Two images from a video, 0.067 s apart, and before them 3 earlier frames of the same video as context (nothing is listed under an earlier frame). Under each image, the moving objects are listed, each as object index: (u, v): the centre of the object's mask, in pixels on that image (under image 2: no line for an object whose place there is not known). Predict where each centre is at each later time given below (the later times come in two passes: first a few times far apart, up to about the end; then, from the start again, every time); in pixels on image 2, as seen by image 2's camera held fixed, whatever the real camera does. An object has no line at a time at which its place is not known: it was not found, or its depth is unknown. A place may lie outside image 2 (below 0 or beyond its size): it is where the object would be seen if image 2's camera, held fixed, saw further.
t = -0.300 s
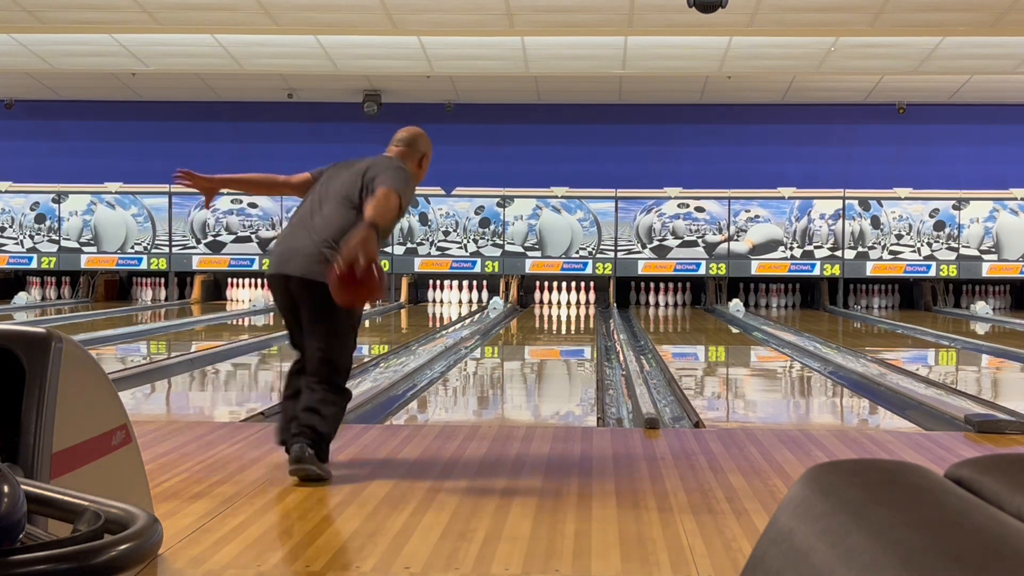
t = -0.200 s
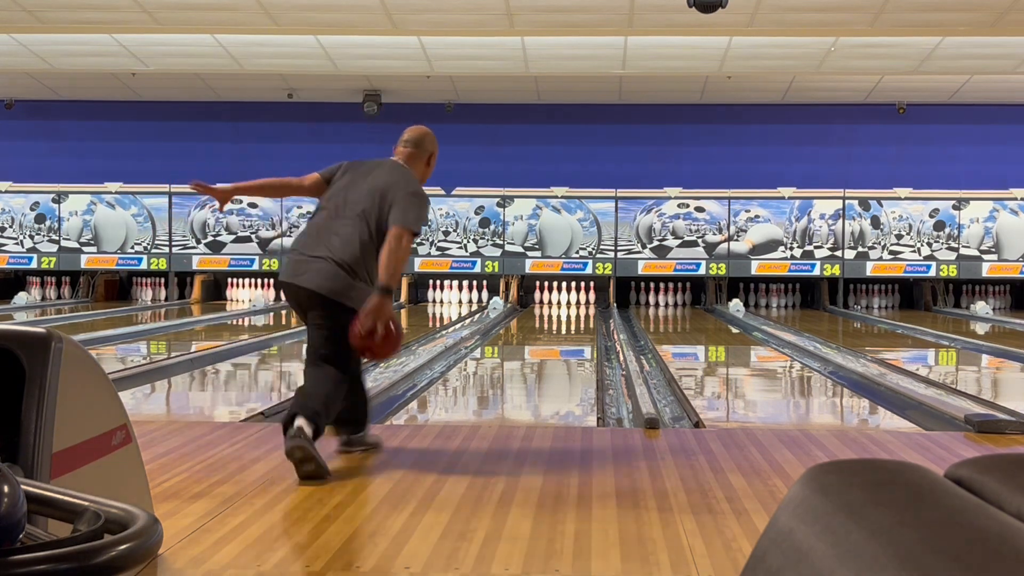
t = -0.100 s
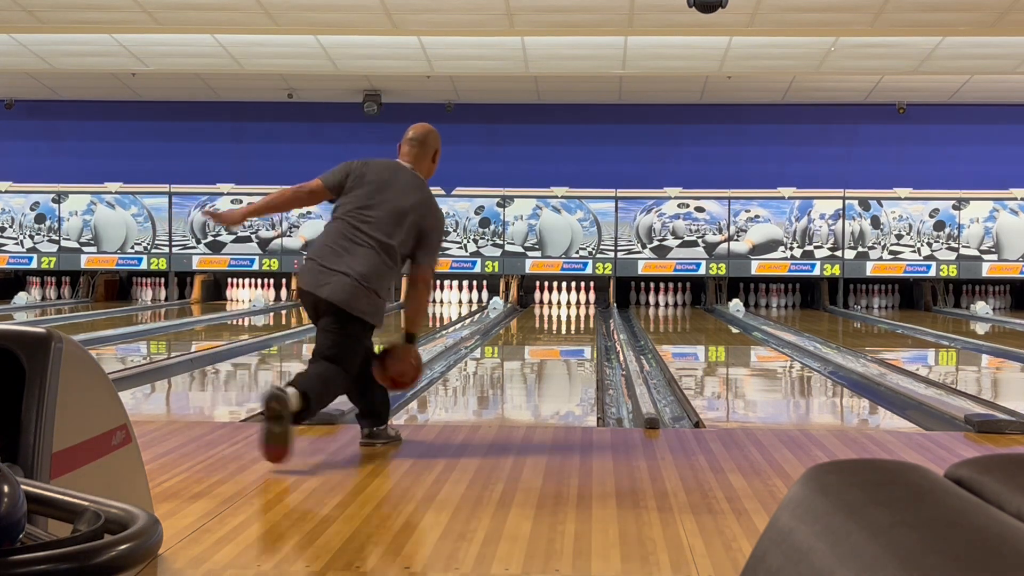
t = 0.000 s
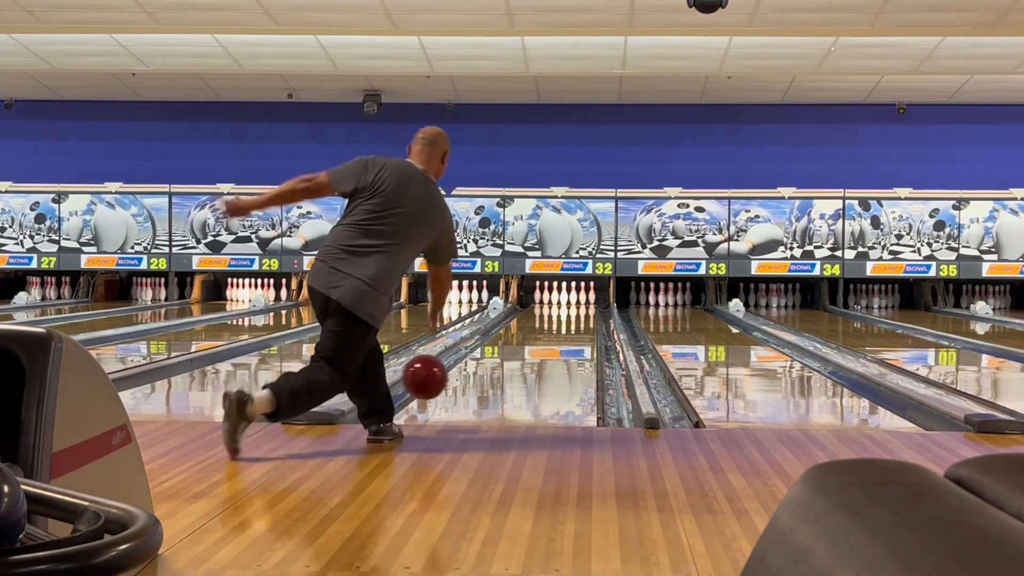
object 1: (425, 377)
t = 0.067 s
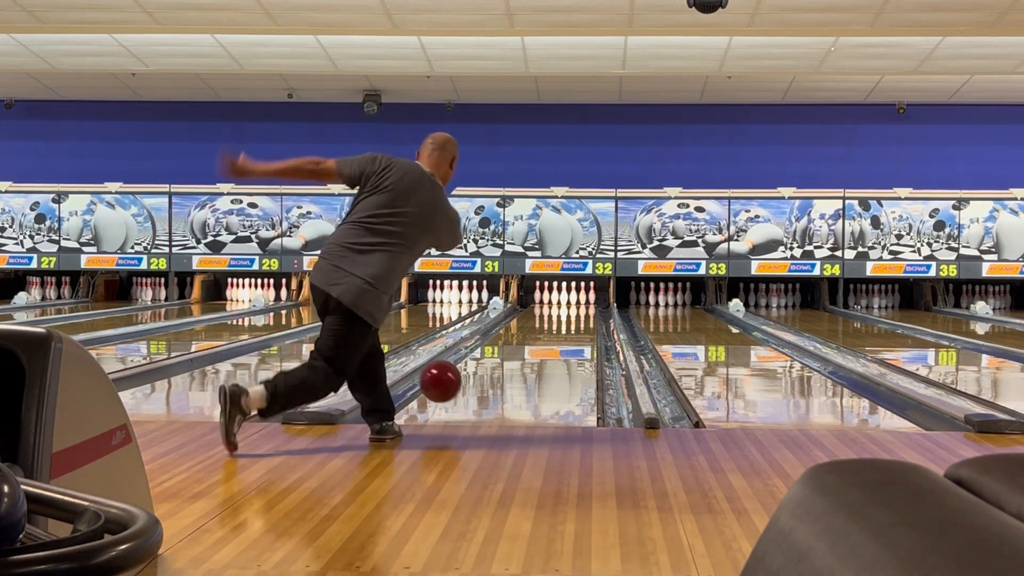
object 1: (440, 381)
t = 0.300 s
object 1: (482, 377)
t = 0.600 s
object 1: (519, 355)
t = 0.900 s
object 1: (543, 340)
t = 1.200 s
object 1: (561, 329)
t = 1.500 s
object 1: (573, 321)
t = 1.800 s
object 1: (581, 314)
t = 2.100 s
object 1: (585, 308)
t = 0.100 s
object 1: (447, 386)
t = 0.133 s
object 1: (454, 392)
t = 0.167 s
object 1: (460, 388)
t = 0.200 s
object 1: (467, 385)
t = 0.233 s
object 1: (472, 383)
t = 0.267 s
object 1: (477, 380)
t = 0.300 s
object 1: (482, 377)
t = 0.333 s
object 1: (488, 374)
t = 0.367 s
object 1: (492, 371)
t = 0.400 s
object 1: (497, 369)
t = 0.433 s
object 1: (501, 366)
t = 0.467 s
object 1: (505, 363)
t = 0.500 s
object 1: (508, 361)
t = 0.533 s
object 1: (512, 359)
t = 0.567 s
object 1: (515, 357)
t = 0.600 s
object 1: (519, 355)
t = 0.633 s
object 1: (522, 353)
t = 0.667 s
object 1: (525, 351)
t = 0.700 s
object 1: (528, 350)
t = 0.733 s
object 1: (531, 348)
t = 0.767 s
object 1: (534, 346)
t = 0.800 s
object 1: (536, 345)
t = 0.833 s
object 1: (539, 343)
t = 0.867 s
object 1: (541, 341)
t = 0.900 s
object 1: (543, 340)
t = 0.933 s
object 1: (546, 338)
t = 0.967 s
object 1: (548, 337)
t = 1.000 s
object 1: (550, 336)
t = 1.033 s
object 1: (552, 335)
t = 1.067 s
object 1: (554, 334)
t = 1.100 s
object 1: (556, 332)
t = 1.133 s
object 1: (557, 331)
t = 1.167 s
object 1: (559, 330)
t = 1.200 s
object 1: (561, 329)
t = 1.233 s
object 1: (562, 328)
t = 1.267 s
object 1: (564, 327)
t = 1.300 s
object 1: (565, 326)
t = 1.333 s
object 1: (566, 325)
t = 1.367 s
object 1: (568, 324)
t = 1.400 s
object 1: (569, 323)
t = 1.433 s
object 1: (570, 323)
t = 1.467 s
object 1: (572, 322)
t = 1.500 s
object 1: (573, 321)
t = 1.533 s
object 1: (574, 320)
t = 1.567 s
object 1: (575, 319)
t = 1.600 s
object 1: (576, 318)
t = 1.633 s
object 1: (577, 317)
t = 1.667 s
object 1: (577, 317)
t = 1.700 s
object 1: (578, 316)
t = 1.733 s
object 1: (579, 315)
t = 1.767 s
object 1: (580, 315)
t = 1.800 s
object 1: (581, 314)
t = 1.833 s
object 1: (582, 313)
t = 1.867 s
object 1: (582, 312)
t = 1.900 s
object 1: (583, 312)
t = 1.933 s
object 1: (584, 312)
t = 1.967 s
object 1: (584, 311)
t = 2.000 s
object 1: (585, 310)
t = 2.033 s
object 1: (585, 309)
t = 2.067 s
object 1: (586, 309)
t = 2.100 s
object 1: (585, 308)
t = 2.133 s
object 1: (586, 307)
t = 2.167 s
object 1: (586, 307)
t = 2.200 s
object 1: (586, 306)
